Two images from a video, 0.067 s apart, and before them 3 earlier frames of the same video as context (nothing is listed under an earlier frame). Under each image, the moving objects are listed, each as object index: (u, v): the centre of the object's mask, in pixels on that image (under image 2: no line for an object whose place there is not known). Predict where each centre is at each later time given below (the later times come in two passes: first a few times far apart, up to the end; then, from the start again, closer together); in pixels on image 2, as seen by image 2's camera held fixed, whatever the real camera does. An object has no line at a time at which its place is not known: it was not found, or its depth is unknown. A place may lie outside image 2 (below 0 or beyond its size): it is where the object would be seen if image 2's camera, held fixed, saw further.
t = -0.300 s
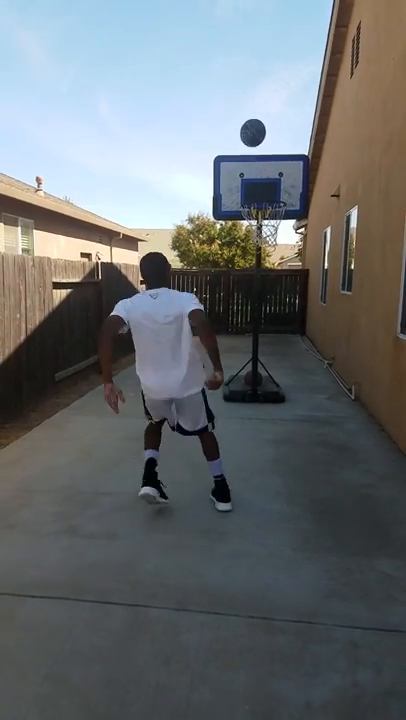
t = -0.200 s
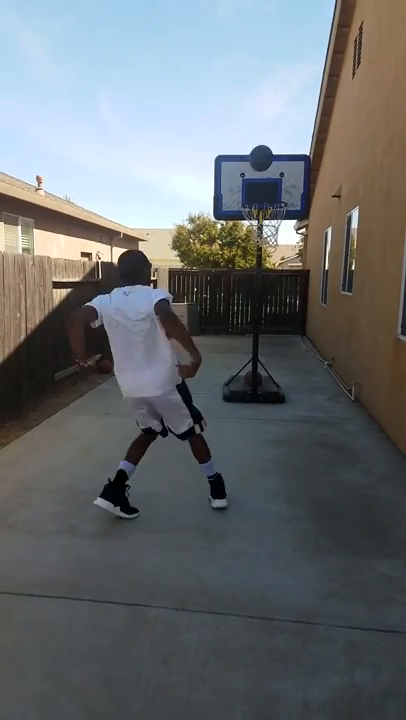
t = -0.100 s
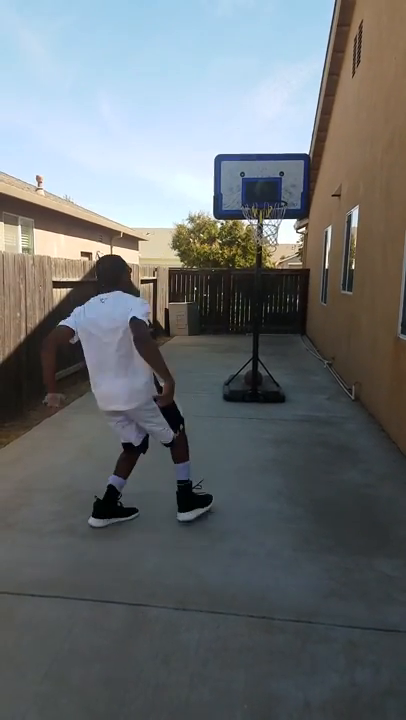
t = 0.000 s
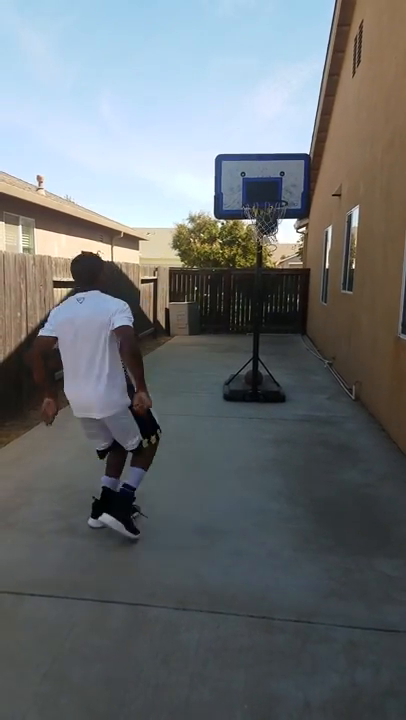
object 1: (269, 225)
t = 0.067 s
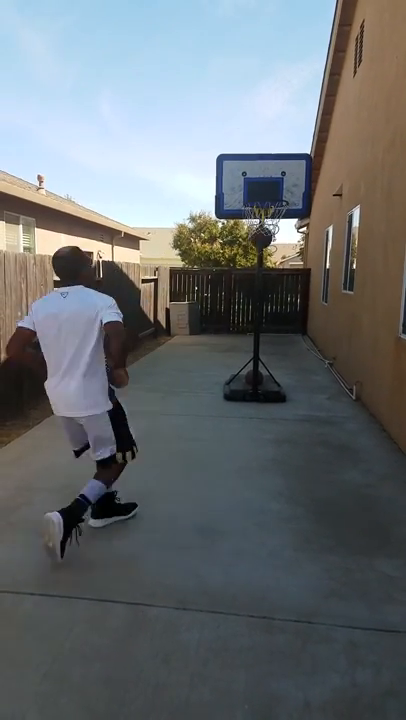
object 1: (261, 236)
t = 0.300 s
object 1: (244, 306)
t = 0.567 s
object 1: (225, 387)
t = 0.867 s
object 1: (204, 292)
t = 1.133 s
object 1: (174, 274)
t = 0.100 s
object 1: (259, 244)
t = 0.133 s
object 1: (256, 253)
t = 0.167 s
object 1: (254, 260)
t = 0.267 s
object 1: (247, 294)
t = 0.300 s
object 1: (244, 306)
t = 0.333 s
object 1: (241, 321)
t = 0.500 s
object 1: (229, 405)
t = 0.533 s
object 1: (226, 403)
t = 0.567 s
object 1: (225, 387)
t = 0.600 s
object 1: (222, 373)
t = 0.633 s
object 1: (220, 361)
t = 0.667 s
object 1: (217, 349)
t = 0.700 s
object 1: (215, 337)
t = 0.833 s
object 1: (207, 302)
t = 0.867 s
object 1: (204, 292)
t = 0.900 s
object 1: (201, 287)
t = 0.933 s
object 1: (197, 281)
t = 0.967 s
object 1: (194, 277)
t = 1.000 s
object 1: (190, 274)
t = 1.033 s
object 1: (187, 272)
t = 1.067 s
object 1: (183, 272)
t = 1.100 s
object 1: (179, 272)
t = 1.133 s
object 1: (174, 274)
